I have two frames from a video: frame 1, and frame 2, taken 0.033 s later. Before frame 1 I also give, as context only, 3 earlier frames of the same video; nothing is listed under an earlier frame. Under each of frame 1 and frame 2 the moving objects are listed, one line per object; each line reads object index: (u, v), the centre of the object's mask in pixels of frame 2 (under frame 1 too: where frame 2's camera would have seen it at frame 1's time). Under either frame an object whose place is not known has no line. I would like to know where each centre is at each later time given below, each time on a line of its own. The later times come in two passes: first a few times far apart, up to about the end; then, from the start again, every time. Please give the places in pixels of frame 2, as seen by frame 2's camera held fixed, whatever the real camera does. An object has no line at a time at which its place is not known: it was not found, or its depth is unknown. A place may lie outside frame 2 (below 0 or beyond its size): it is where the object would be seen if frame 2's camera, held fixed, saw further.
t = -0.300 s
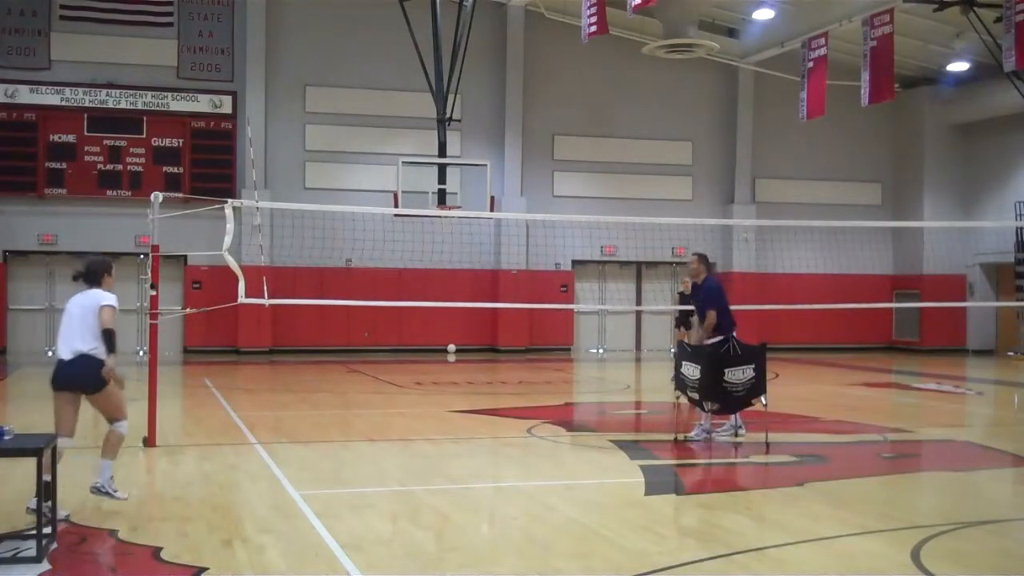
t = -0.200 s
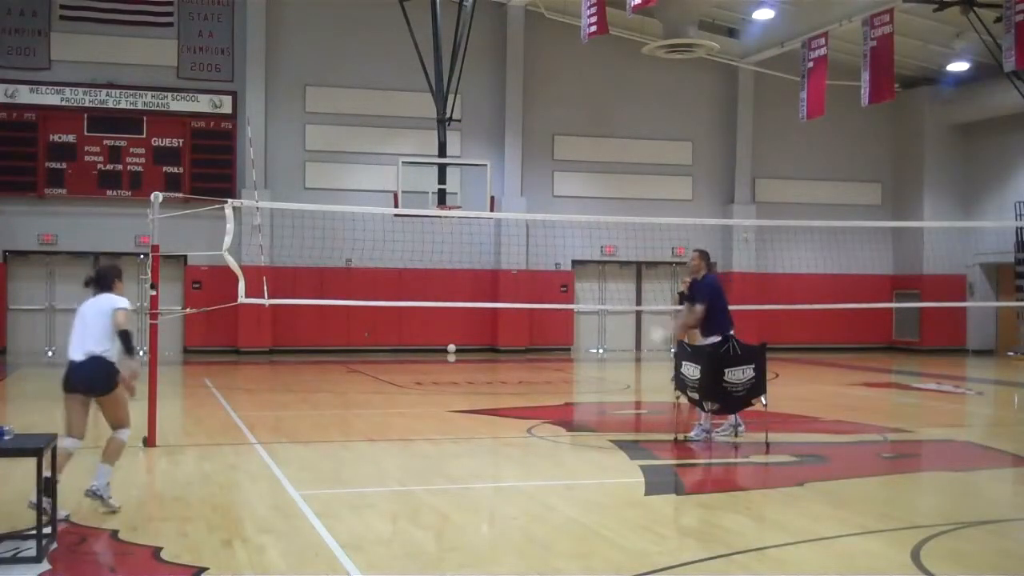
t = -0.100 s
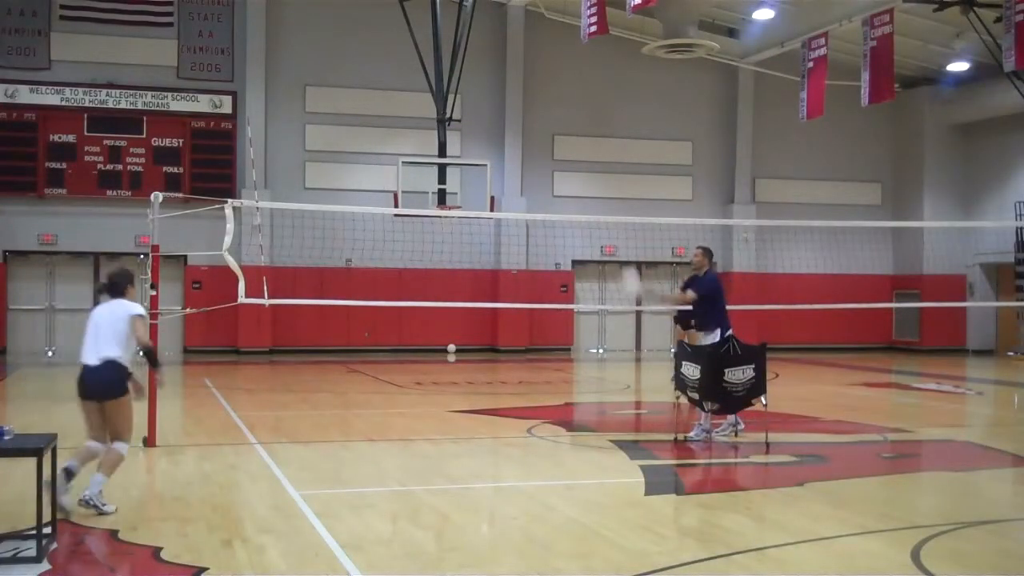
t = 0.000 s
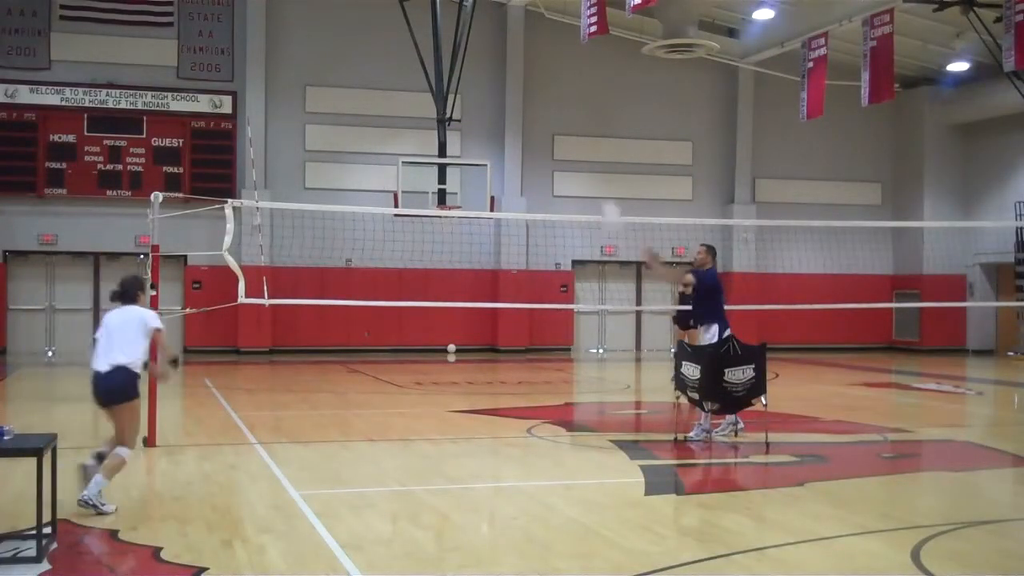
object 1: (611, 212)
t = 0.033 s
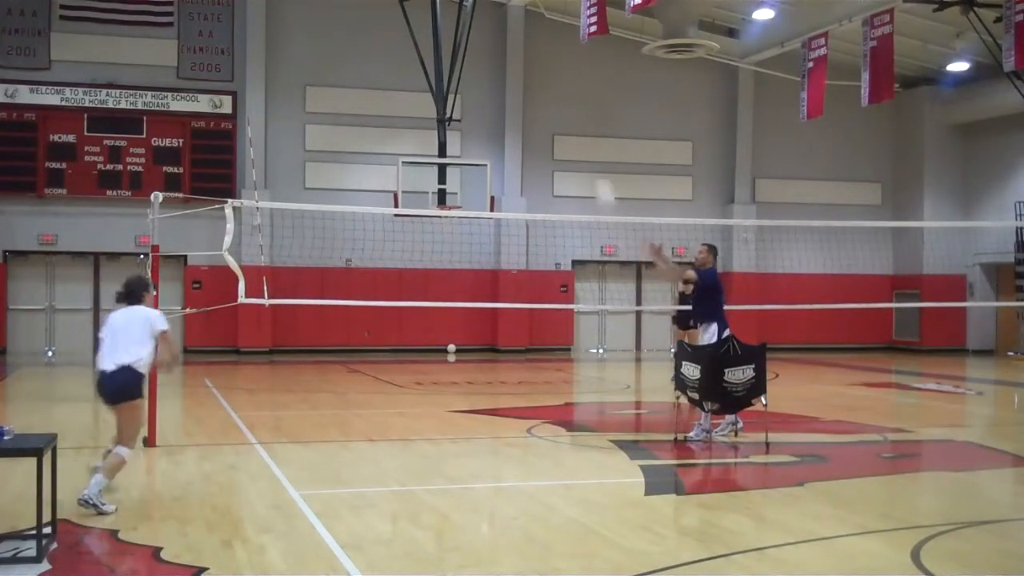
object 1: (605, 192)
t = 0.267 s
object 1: (556, 83)
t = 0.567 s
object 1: (491, 15)
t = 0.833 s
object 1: (431, 34)
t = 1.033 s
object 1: (385, 99)
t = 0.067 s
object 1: (598, 173)
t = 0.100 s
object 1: (591, 157)
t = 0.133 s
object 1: (584, 138)
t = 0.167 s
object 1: (576, 123)
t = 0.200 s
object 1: (570, 109)
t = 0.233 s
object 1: (563, 95)
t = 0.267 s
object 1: (556, 83)
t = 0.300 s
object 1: (549, 71)
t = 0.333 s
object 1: (542, 61)
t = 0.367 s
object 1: (535, 50)
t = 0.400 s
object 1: (527, 41)
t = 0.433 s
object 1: (520, 34)
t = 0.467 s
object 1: (513, 28)
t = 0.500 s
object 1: (505, 22)
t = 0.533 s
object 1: (499, 19)
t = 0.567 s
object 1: (491, 15)
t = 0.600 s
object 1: (484, 14)
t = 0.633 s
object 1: (477, 13)
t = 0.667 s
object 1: (469, 13)
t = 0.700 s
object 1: (461, 15)
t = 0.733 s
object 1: (454, 18)
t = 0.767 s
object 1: (446, 22)
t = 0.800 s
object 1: (438, 27)
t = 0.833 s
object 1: (431, 34)
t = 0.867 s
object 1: (423, 41)
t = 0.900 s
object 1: (416, 50)
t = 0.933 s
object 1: (408, 61)
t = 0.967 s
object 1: (400, 72)
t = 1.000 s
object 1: (393, 84)
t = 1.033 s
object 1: (385, 99)
